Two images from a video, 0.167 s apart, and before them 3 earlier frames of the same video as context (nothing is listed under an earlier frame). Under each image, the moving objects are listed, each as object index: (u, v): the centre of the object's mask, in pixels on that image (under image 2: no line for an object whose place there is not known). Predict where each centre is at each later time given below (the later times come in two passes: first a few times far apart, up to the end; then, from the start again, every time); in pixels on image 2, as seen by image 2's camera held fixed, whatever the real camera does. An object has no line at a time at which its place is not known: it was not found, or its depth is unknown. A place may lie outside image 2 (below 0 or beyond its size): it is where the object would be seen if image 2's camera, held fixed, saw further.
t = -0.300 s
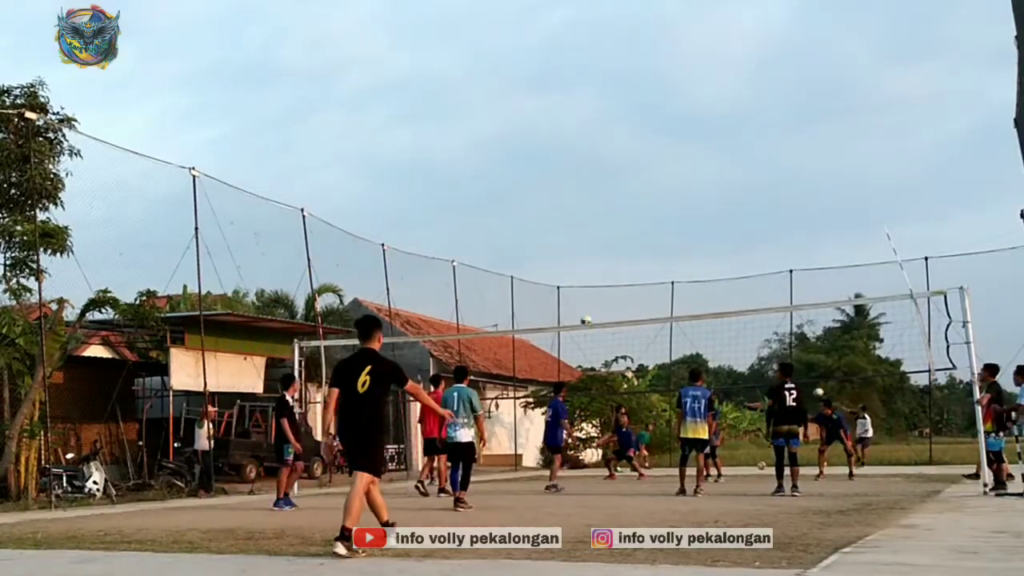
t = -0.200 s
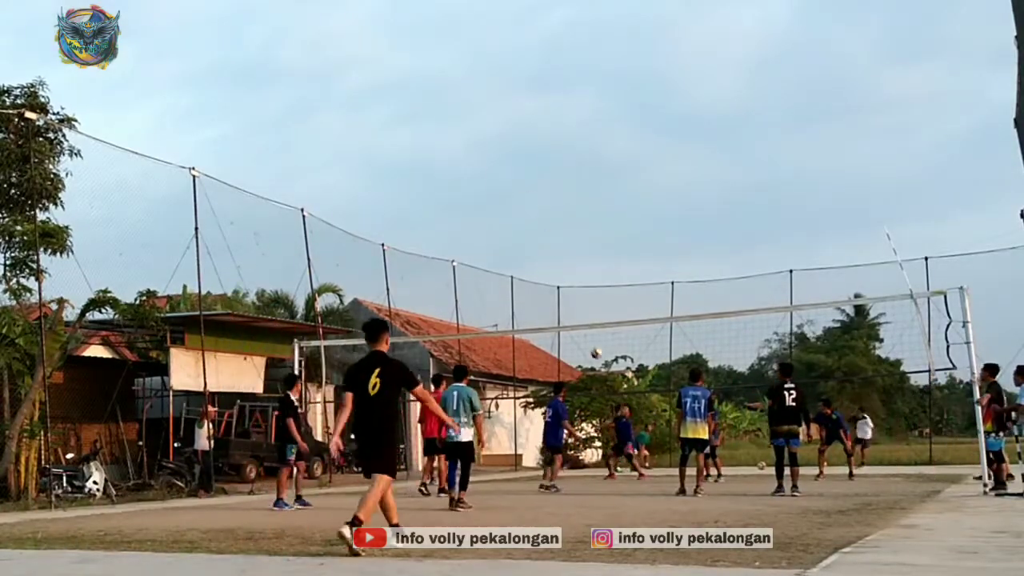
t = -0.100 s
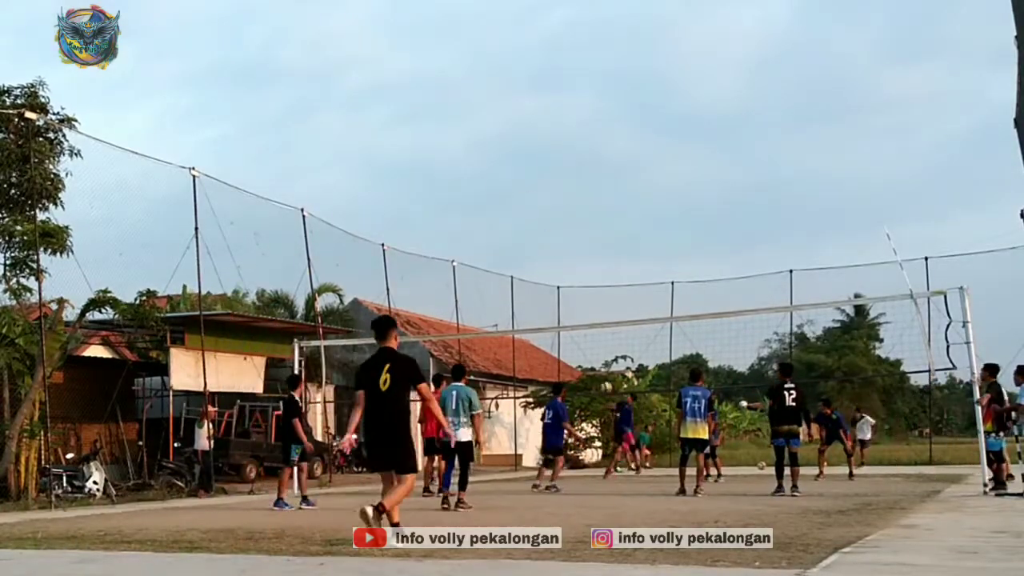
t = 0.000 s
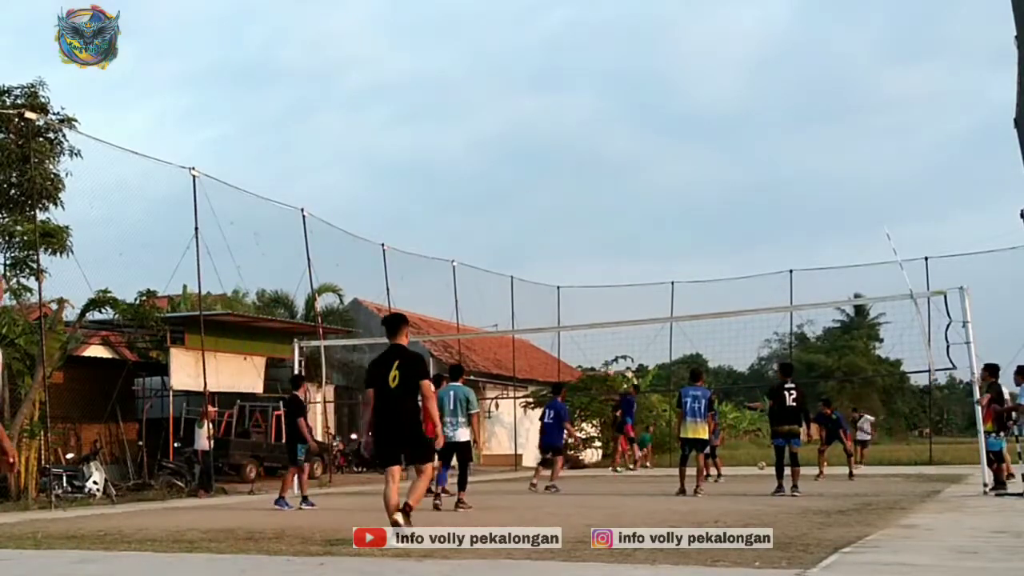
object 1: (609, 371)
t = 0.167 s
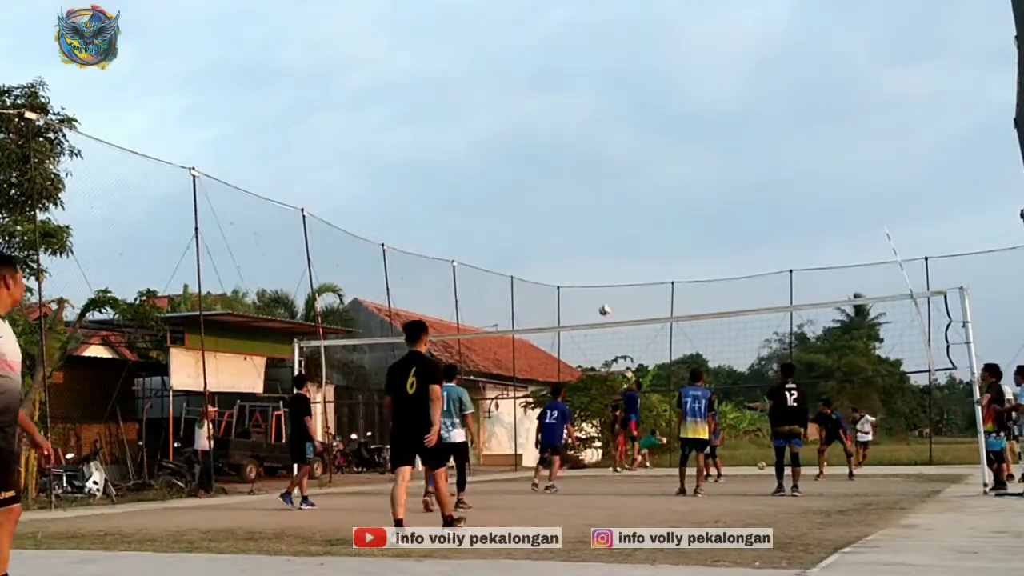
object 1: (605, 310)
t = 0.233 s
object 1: (603, 289)
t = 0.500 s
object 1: (596, 225)
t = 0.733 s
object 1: (591, 197)
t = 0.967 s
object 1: (586, 196)
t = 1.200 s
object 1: (581, 228)
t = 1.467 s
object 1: (575, 306)
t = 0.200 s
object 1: (604, 300)
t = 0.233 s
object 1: (603, 289)
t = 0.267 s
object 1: (602, 280)
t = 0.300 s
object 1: (601, 271)
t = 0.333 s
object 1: (601, 262)
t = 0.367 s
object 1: (599, 254)
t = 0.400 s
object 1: (599, 246)
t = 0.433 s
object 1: (598, 239)
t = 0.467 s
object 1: (597, 232)
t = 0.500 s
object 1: (596, 225)
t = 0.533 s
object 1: (596, 220)
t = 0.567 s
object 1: (594, 215)
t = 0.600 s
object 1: (594, 210)
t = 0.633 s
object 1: (593, 206)
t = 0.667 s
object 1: (592, 202)
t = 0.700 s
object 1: (593, 199)
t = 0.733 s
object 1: (591, 197)
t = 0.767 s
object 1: (591, 195)
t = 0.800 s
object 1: (589, 194)
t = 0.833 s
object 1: (589, 193)
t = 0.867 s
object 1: (588, 193)
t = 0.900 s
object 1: (588, 194)
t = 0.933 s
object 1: (588, 195)
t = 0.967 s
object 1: (586, 196)
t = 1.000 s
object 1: (585, 199)
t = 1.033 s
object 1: (584, 203)
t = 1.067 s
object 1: (584, 206)
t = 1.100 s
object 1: (583, 211)
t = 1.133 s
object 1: (582, 216)
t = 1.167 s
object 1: (582, 222)
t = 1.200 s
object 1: (581, 228)
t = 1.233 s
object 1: (581, 236)
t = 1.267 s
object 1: (579, 244)
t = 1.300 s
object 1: (579, 253)
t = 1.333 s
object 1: (578, 262)
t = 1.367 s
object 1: (577, 272)
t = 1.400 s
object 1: (577, 282)
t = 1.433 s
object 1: (576, 294)
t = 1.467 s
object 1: (575, 306)
